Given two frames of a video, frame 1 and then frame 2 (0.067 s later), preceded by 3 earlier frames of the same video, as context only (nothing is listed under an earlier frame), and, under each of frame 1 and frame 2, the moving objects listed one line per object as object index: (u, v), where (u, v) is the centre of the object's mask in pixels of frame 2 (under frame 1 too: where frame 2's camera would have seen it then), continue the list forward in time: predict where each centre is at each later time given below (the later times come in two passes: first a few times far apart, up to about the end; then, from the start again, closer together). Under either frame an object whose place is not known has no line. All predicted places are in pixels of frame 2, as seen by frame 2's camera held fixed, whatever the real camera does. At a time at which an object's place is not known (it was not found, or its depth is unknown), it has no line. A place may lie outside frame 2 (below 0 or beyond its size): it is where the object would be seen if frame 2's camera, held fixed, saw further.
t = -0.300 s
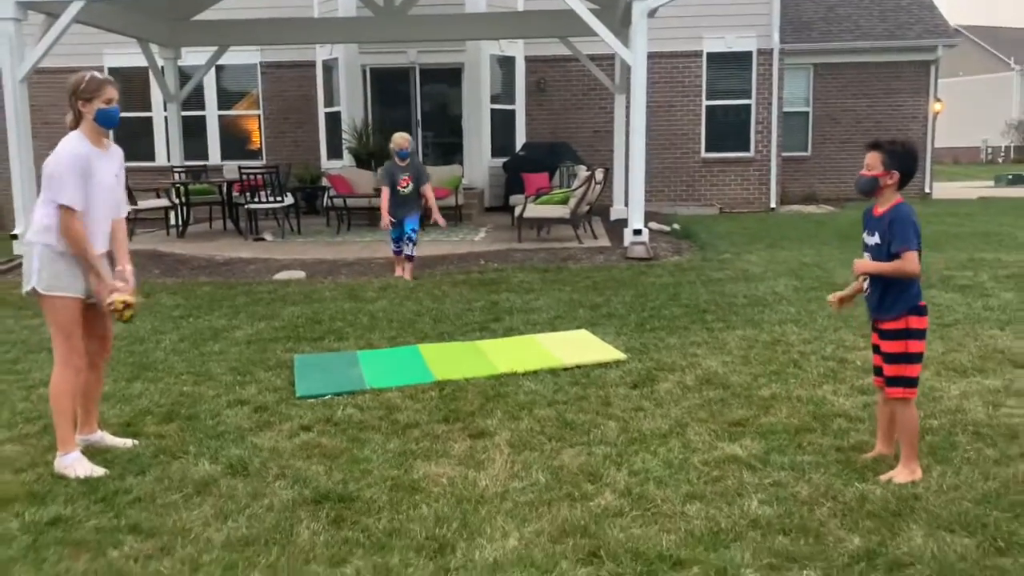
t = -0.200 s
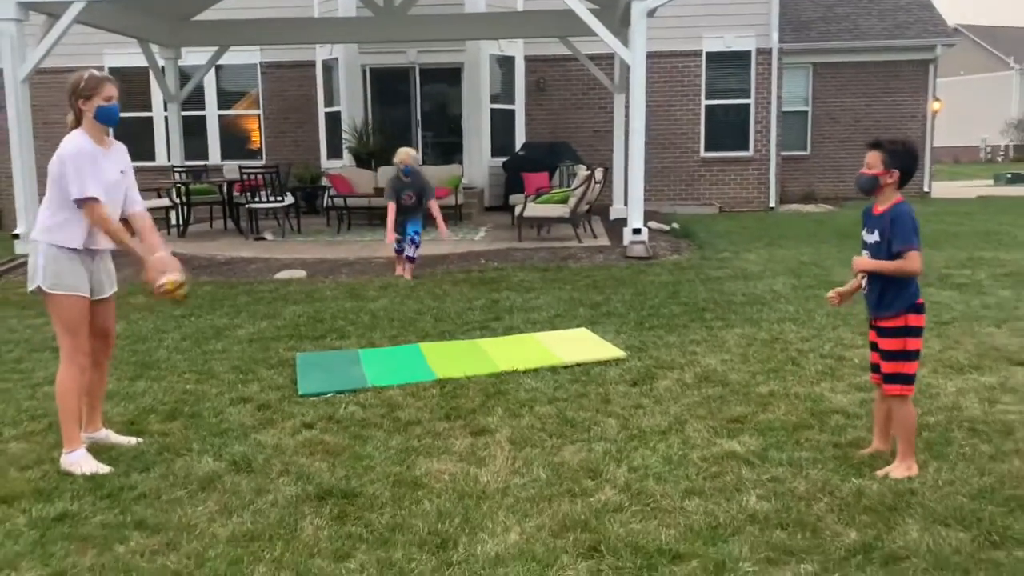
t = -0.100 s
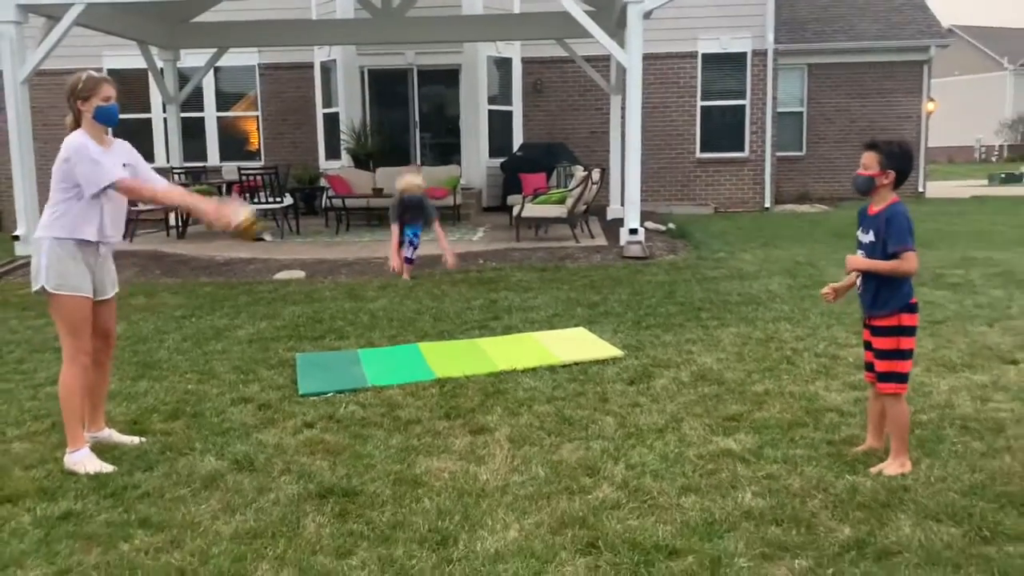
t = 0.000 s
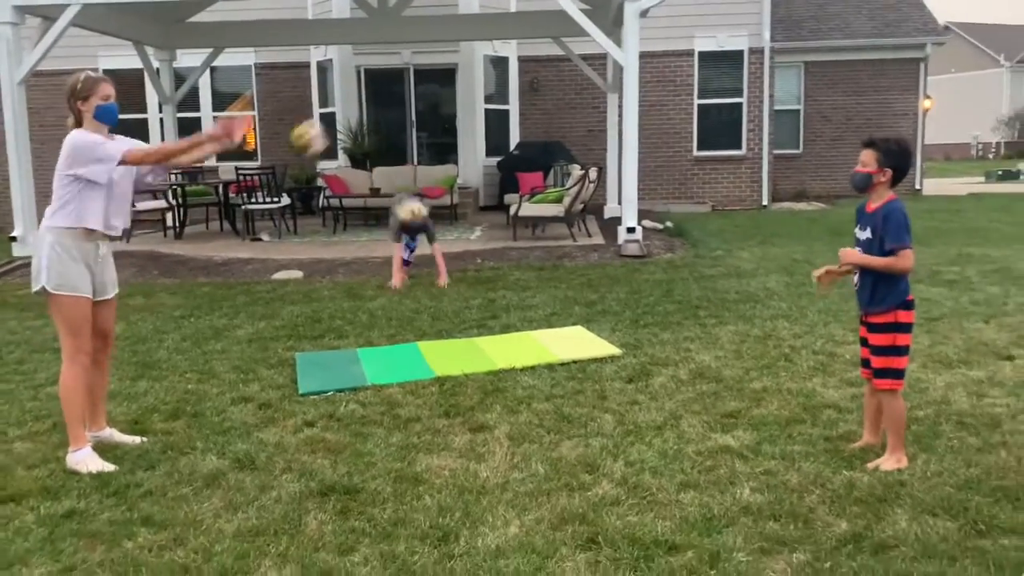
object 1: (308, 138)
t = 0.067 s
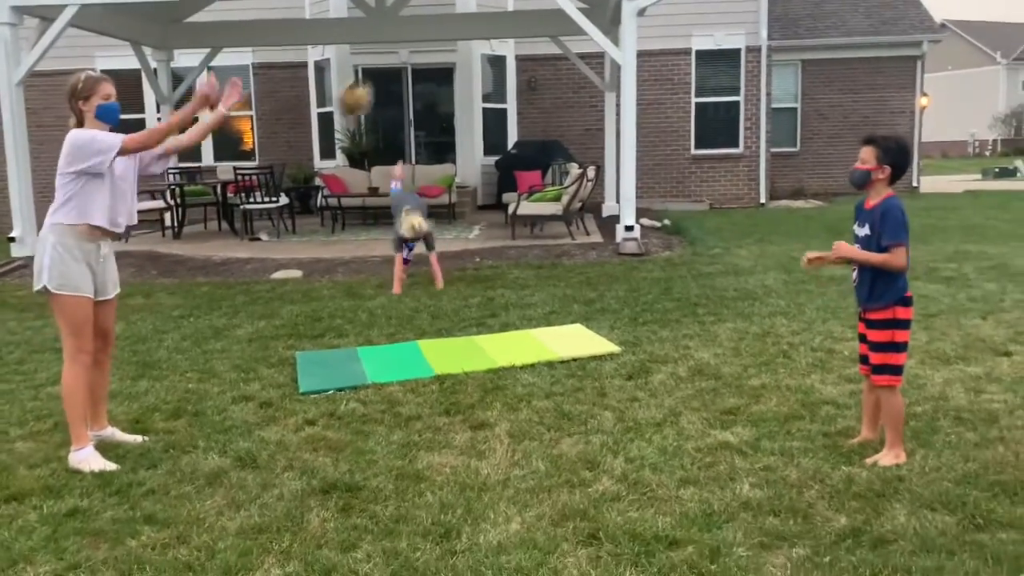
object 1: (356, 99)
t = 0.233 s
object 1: (477, 37)
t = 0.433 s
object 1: (633, 50)
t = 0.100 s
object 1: (379, 83)
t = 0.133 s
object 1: (403, 68)
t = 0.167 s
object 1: (430, 55)
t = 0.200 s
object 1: (452, 45)
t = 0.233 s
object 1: (477, 37)
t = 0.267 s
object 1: (503, 33)
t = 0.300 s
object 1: (527, 30)
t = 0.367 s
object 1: (578, 34)
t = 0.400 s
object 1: (606, 41)
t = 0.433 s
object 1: (633, 50)
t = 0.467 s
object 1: (661, 63)
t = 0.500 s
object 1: (680, 74)
